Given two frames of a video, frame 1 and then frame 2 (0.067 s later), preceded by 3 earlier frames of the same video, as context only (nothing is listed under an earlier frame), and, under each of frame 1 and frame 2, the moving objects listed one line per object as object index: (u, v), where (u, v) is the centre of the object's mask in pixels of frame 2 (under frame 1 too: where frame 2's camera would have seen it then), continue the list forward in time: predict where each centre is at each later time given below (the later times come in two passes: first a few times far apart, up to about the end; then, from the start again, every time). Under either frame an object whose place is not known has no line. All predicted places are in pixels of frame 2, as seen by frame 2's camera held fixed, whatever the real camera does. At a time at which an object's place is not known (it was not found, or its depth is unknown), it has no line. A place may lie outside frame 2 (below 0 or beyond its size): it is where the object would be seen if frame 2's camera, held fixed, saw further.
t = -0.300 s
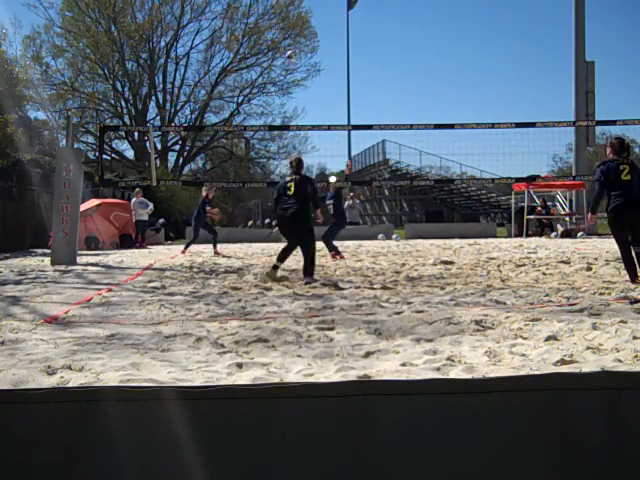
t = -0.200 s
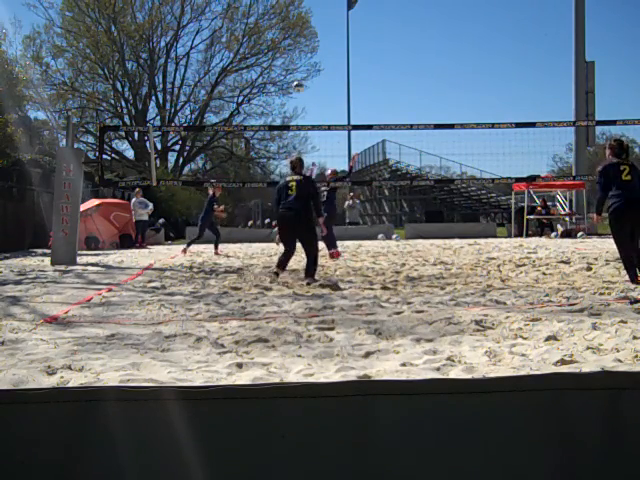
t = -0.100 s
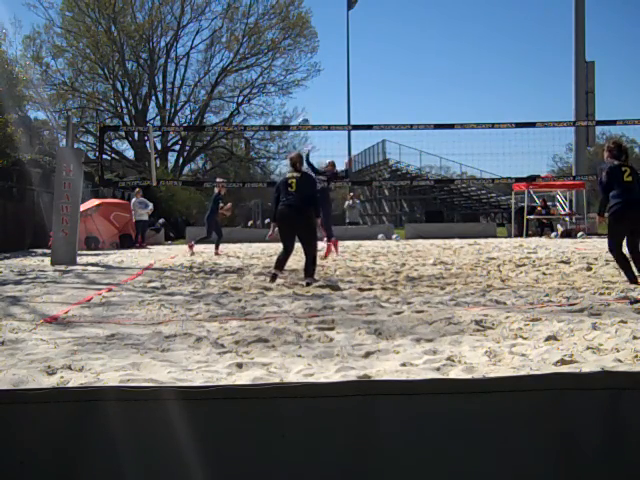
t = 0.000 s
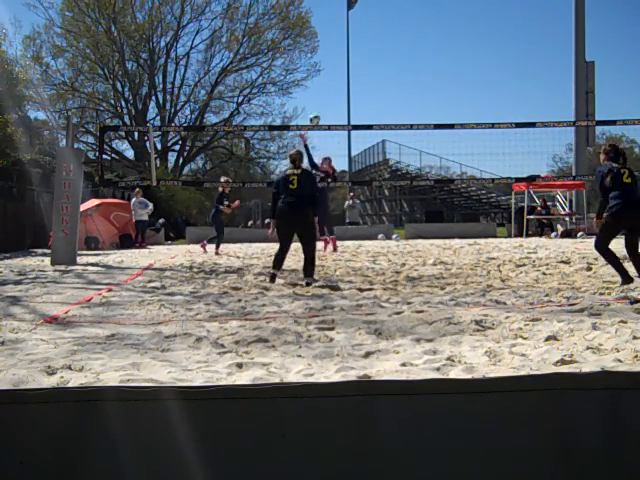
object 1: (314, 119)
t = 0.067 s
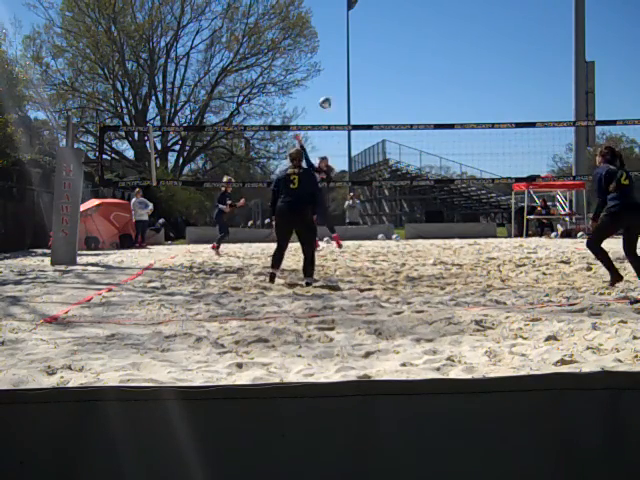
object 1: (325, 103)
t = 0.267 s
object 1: (361, 64)
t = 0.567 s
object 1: (429, 53)
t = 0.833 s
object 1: (505, 114)
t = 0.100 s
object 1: (330, 94)
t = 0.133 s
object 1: (336, 87)
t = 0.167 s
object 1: (342, 81)
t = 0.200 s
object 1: (348, 74)
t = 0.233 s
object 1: (355, 69)
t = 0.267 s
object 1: (361, 64)
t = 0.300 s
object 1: (368, 59)
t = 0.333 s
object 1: (375, 56)
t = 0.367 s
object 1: (382, 54)
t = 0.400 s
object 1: (389, 51)
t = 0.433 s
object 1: (396, 50)
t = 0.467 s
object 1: (404, 49)
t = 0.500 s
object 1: (412, 49)
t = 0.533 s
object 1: (421, 51)
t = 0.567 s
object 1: (429, 53)
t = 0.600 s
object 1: (438, 56)
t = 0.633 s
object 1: (446, 61)
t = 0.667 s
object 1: (455, 66)
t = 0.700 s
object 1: (465, 72)
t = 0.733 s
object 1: (475, 81)
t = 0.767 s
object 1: (485, 90)
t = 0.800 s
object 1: (495, 101)
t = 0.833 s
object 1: (505, 114)
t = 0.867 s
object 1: (516, 127)
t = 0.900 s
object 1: (528, 142)
